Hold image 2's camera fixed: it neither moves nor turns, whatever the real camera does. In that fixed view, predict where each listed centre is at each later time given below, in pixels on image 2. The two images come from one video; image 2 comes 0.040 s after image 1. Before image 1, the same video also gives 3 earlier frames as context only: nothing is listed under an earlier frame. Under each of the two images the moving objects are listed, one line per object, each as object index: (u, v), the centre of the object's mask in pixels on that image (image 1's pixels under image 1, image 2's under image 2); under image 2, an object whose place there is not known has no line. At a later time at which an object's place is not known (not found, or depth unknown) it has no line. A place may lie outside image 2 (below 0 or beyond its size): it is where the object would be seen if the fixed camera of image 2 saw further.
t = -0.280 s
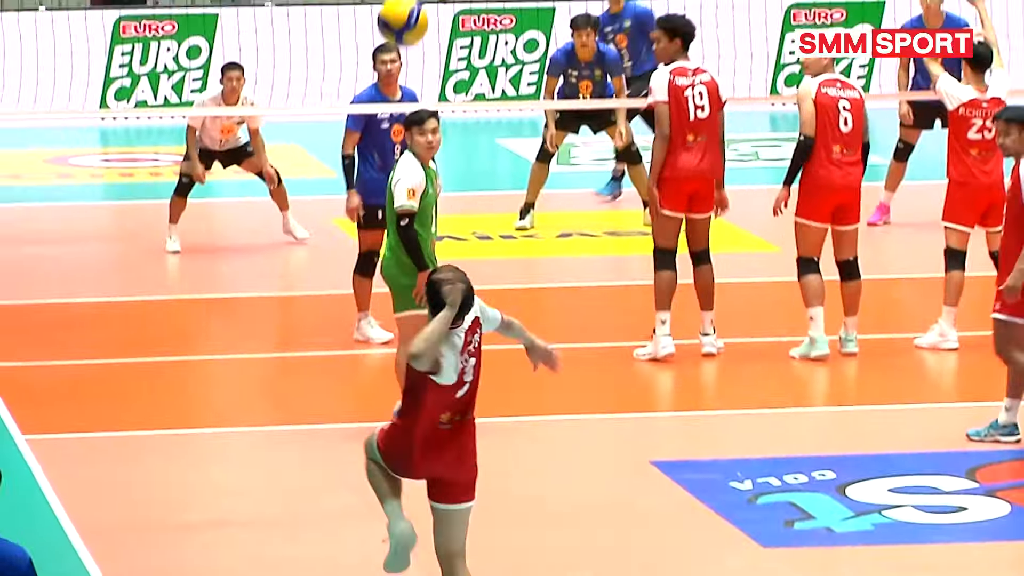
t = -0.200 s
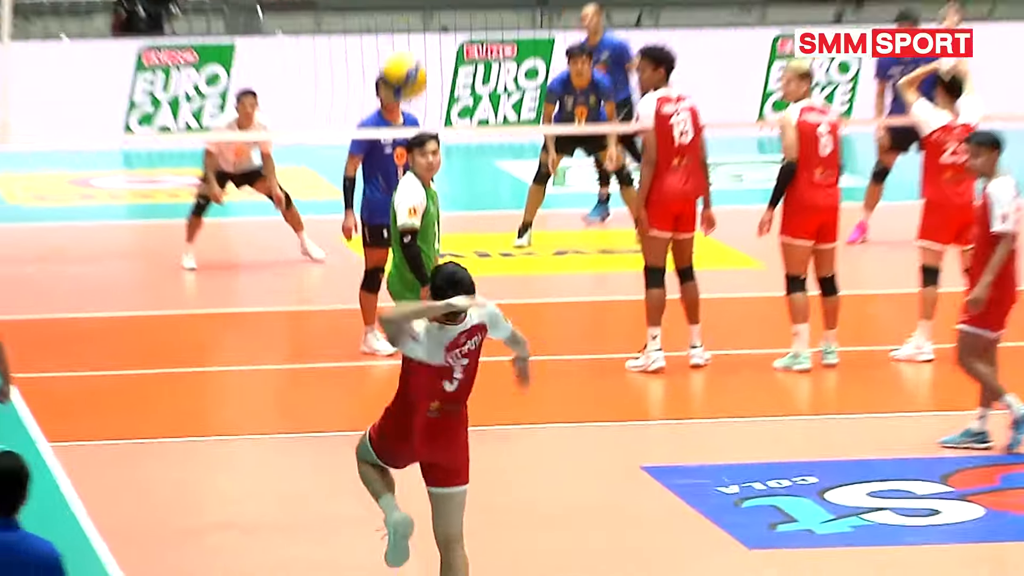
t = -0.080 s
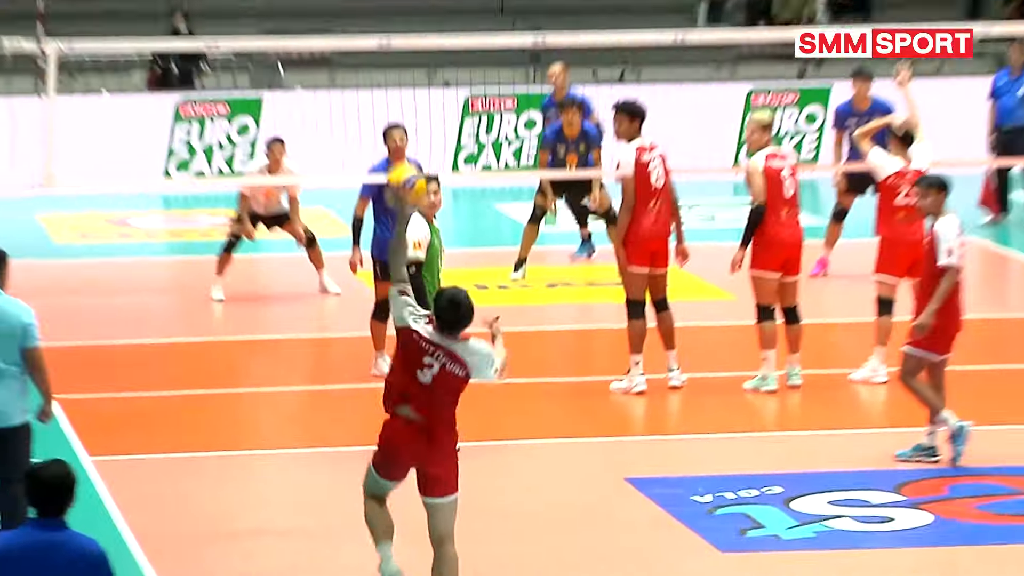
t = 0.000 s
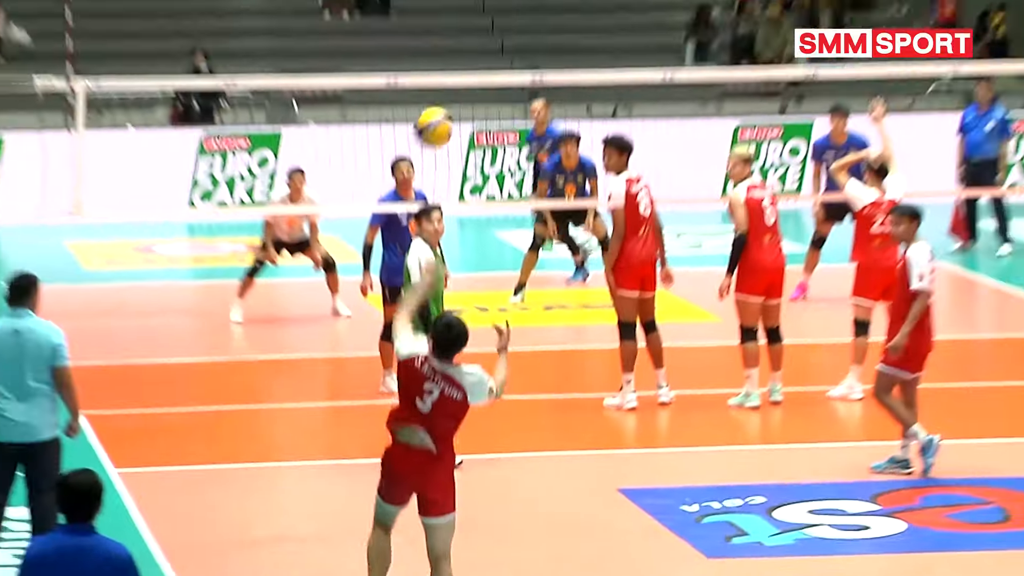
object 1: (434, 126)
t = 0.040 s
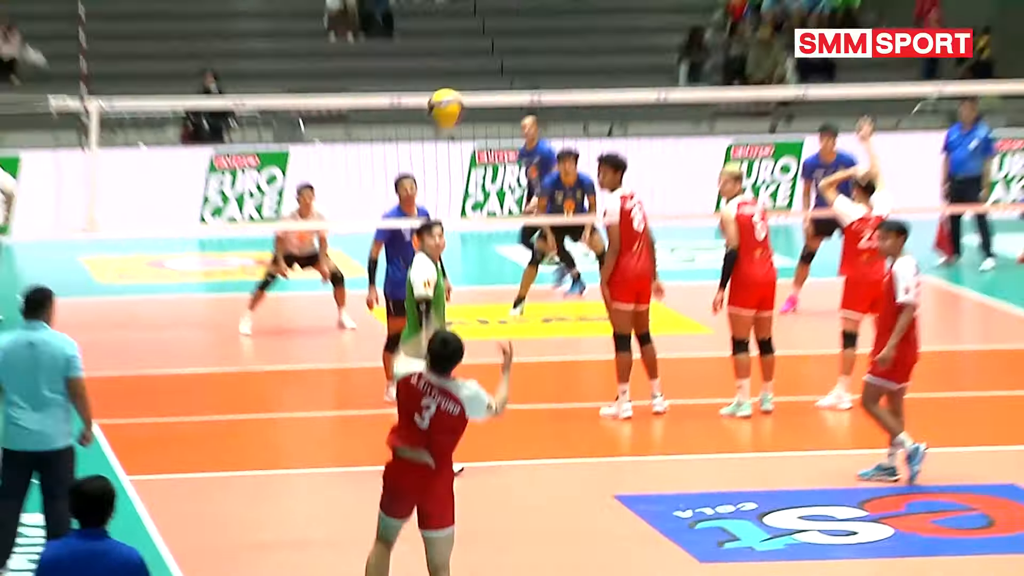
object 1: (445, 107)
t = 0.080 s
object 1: (454, 74)
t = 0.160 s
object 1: (470, 23)
